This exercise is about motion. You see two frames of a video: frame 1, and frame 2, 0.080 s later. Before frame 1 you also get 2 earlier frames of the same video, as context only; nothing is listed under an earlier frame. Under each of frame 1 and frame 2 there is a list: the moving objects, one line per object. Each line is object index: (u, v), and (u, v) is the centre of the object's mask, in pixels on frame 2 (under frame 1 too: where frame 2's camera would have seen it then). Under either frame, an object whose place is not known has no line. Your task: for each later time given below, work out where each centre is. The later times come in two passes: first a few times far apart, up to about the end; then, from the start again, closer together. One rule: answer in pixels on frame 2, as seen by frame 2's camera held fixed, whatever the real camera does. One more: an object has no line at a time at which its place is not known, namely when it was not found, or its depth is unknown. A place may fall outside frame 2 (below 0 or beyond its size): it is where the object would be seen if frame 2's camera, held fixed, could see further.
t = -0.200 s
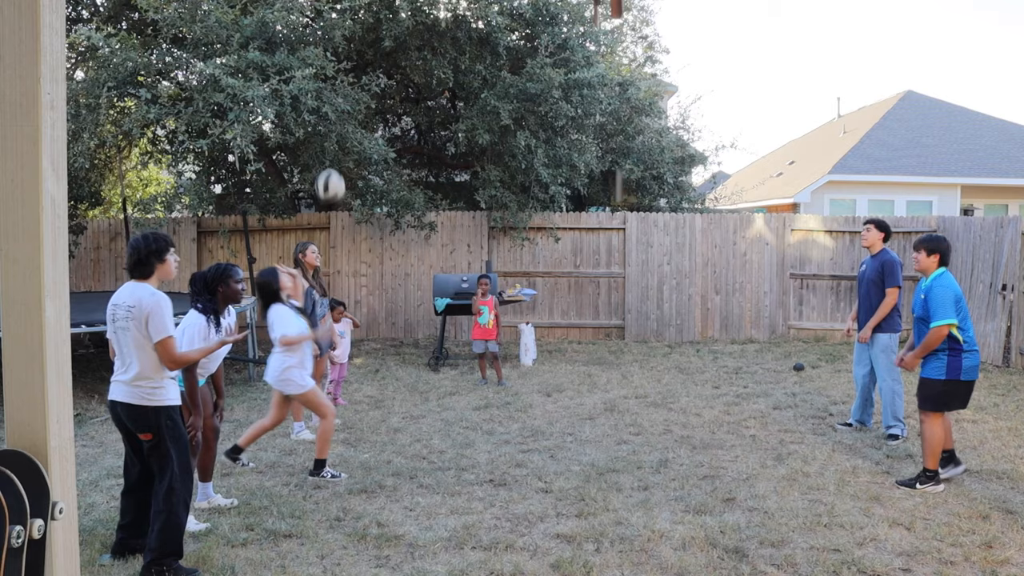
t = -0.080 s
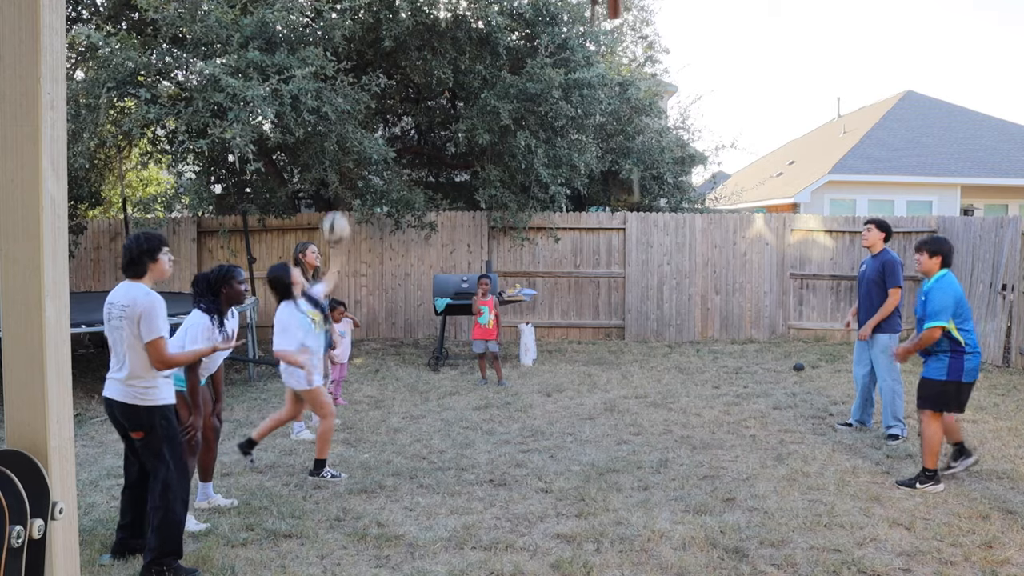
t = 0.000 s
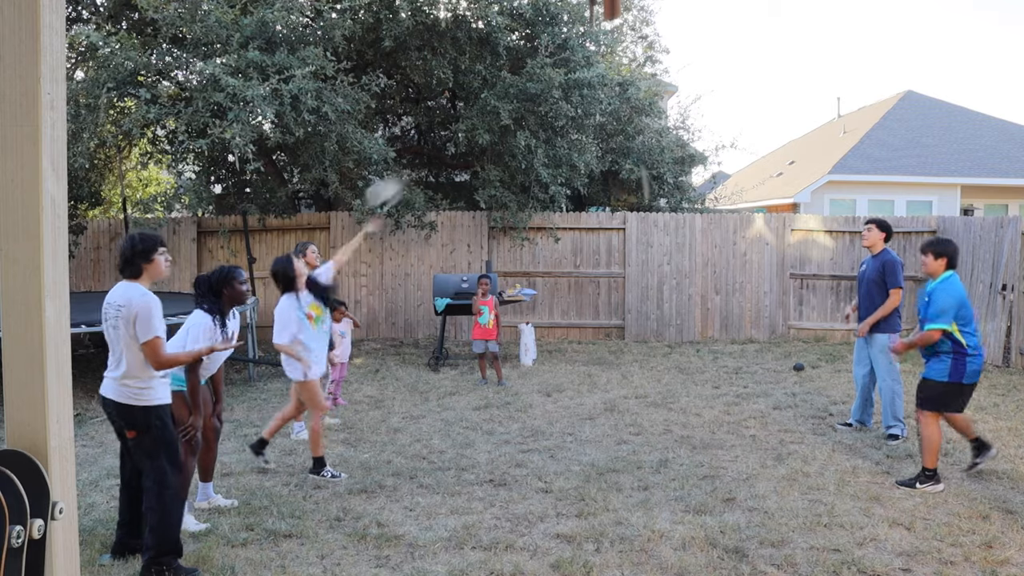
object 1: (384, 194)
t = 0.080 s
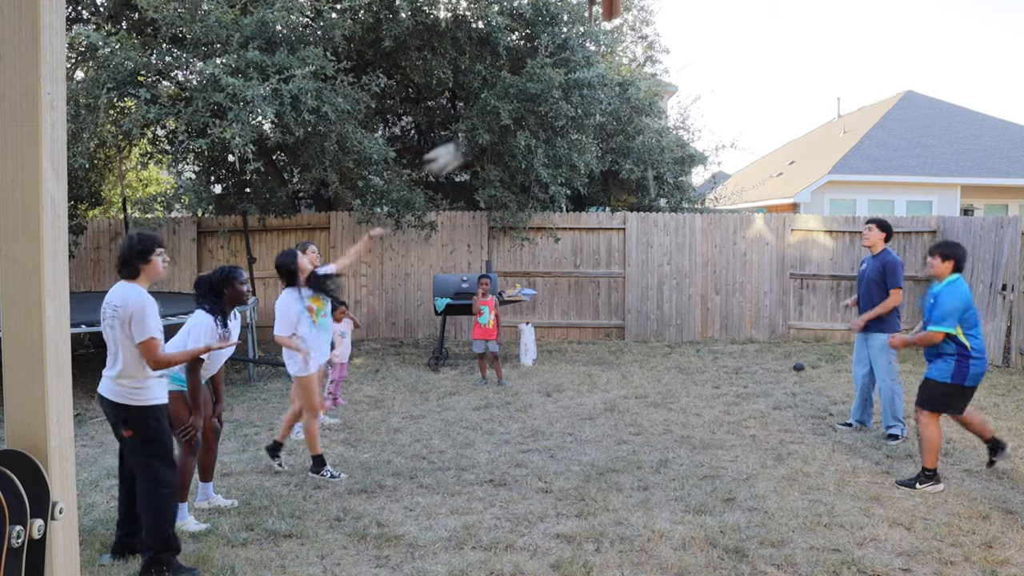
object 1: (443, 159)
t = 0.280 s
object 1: (586, 111)
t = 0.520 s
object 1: (738, 126)
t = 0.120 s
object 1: (473, 146)
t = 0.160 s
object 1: (502, 134)
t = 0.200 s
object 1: (531, 123)
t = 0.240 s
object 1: (558, 116)
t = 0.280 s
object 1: (586, 111)
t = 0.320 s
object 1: (614, 109)
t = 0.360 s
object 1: (640, 109)
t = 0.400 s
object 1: (662, 110)
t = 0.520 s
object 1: (738, 126)
